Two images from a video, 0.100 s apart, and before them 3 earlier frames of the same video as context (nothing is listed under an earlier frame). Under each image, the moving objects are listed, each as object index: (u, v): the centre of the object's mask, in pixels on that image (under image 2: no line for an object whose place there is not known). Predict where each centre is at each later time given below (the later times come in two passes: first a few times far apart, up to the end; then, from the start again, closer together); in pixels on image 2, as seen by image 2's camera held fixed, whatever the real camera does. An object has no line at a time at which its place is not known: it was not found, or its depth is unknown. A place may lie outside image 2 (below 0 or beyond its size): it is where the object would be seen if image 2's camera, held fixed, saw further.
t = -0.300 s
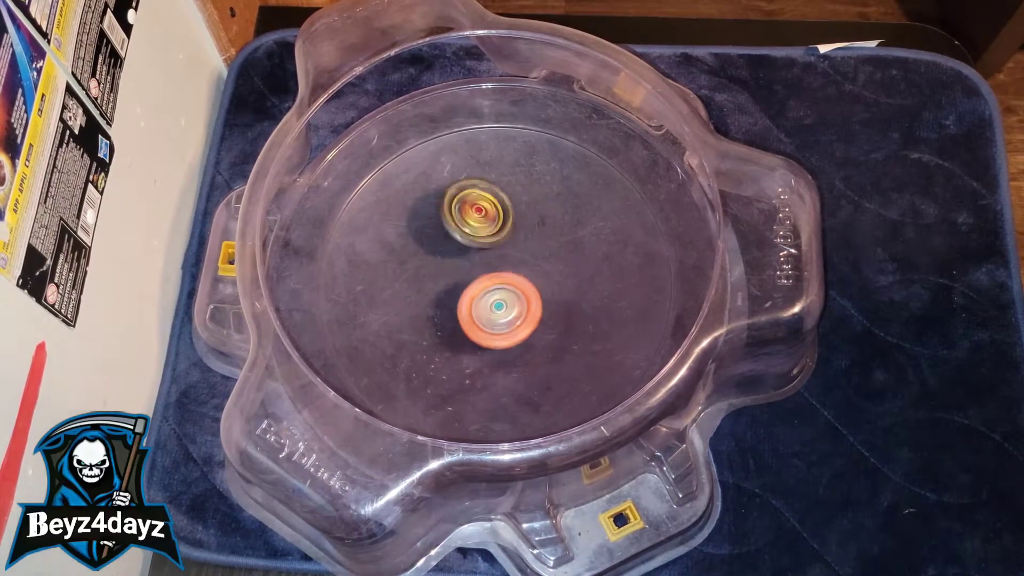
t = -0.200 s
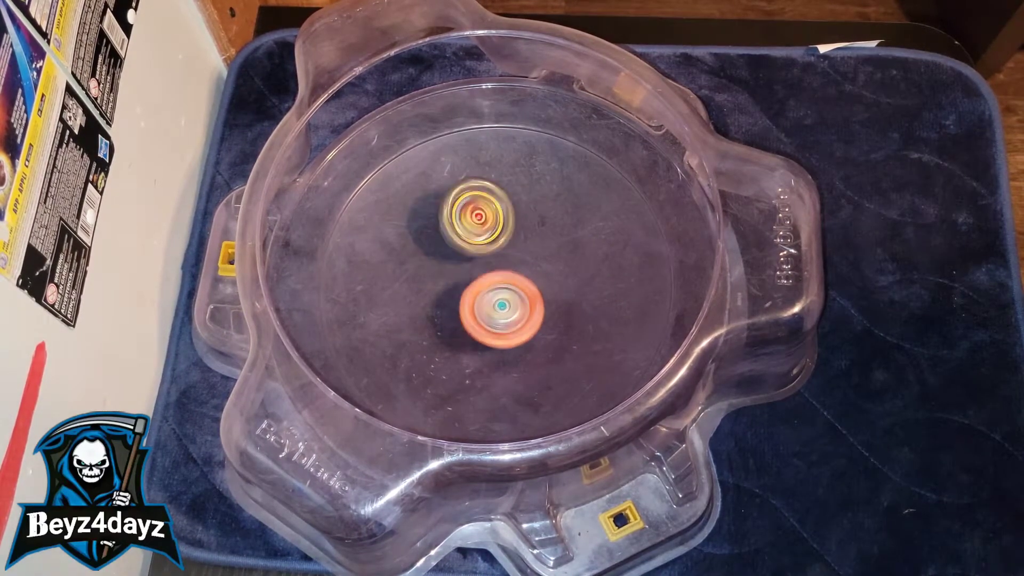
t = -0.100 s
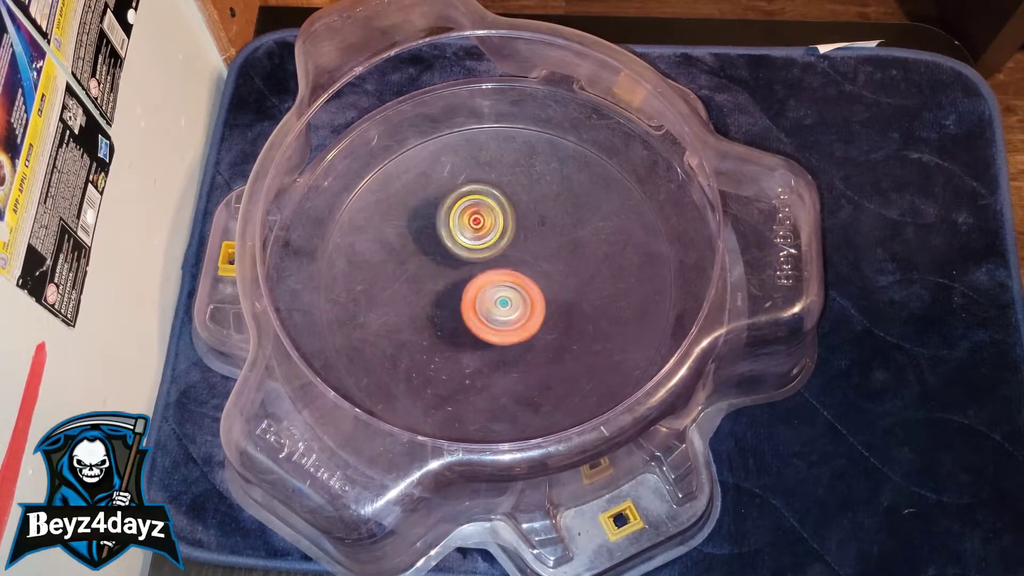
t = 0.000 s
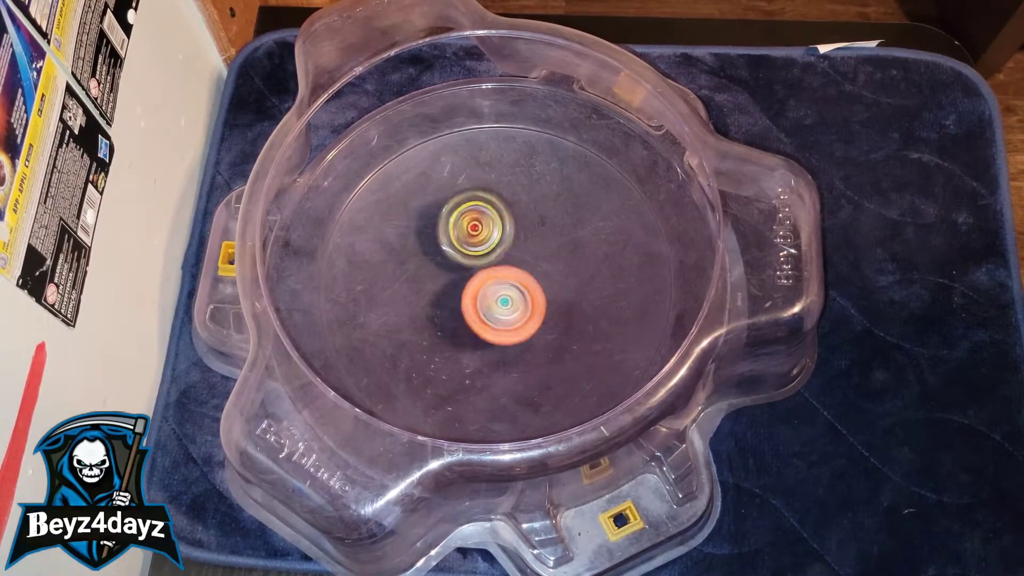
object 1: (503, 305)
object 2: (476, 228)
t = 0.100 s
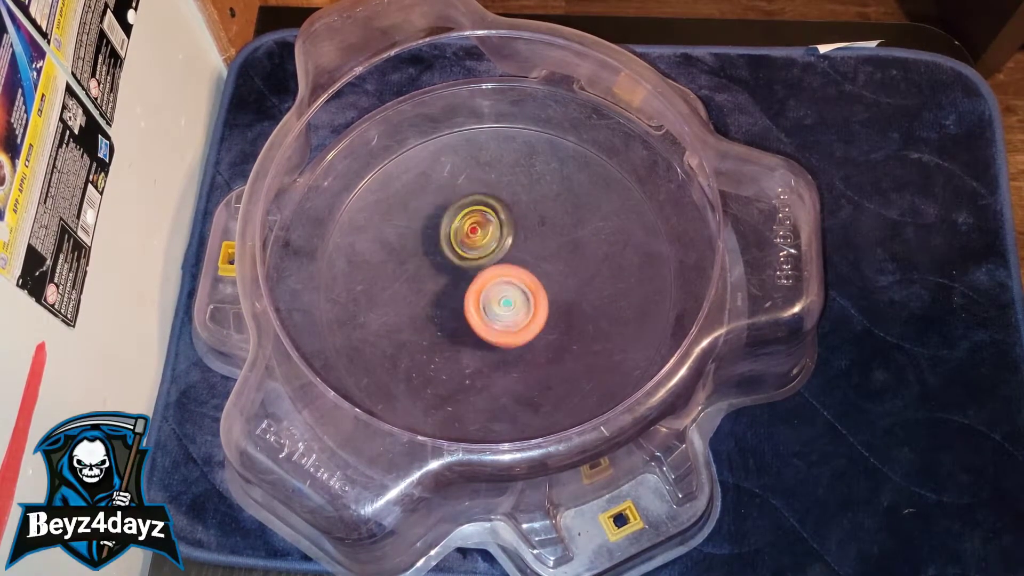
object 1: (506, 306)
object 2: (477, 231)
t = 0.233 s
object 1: (503, 309)
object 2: (478, 232)
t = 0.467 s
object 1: (501, 317)
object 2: (477, 224)
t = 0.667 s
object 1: (502, 310)
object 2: (470, 226)
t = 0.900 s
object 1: (507, 303)
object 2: (467, 227)
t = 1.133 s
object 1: (513, 307)
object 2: (463, 233)
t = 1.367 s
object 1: (519, 301)
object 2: (457, 240)
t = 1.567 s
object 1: (519, 290)
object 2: (456, 244)
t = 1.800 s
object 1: (522, 286)
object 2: (462, 252)
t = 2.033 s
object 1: (520, 305)
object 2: (475, 234)
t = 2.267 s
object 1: (493, 334)
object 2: (506, 205)
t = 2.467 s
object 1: (497, 309)
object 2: (511, 223)
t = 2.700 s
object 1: (499, 301)
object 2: (539, 239)
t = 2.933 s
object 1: (499, 294)
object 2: (555, 235)
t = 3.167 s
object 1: (482, 263)
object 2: (549, 247)
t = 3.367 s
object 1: (483, 243)
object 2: (544, 258)
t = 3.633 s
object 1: (490, 222)
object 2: (544, 261)
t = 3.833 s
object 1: (486, 238)
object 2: (544, 262)
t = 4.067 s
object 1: (473, 250)
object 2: (544, 262)
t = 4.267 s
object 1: (482, 245)
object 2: (544, 262)
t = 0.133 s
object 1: (505, 307)
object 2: (477, 230)
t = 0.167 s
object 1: (504, 307)
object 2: (479, 232)
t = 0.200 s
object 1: (504, 308)
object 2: (478, 233)
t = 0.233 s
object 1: (503, 309)
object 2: (478, 232)
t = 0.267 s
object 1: (502, 308)
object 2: (478, 233)
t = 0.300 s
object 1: (501, 314)
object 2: (479, 225)
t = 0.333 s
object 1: (499, 316)
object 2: (479, 220)
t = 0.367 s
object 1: (500, 316)
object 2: (481, 218)
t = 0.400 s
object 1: (500, 316)
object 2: (481, 221)
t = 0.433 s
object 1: (500, 316)
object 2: (479, 223)
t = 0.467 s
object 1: (501, 317)
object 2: (477, 224)
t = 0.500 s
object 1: (501, 316)
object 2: (475, 223)
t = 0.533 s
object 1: (501, 315)
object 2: (475, 224)
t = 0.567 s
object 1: (502, 314)
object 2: (473, 224)
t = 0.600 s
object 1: (501, 314)
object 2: (473, 225)
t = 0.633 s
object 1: (501, 313)
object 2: (471, 226)
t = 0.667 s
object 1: (502, 310)
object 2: (470, 226)
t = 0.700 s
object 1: (501, 309)
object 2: (470, 226)
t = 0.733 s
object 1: (502, 306)
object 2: (470, 228)
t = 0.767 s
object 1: (502, 303)
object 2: (469, 230)
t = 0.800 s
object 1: (504, 302)
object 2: (468, 229)
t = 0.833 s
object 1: (504, 303)
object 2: (467, 227)
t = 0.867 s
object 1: (504, 299)
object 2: (468, 228)
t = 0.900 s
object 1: (507, 303)
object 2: (467, 227)
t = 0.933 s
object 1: (509, 305)
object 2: (468, 224)
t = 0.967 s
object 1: (511, 308)
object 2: (469, 225)
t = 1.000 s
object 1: (511, 308)
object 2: (469, 226)
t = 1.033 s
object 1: (514, 307)
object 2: (467, 229)
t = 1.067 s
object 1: (515, 308)
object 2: (465, 230)
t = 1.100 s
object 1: (514, 308)
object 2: (465, 231)
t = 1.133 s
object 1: (513, 307)
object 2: (463, 233)
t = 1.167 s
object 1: (514, 304)
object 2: (461, 234)
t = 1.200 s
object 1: (516, 304)
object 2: (459, 234)
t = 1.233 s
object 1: (517, 303)
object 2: (459, 234)
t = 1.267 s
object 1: (517, 303)
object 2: (459, 235)
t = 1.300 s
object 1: (518, 302)
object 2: (459, 237)
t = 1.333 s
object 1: (519, 301)
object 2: (459, 239)
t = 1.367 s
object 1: (519, 301)
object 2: (457, 240)
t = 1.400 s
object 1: (518, 300)
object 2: (457, 241)
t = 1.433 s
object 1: (519, 298)
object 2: (456, 242)
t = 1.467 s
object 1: (518, 296)
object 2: (456, 242)
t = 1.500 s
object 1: (518, 293)
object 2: (457, 243)
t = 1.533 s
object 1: (519, 291)
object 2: (457, 244)
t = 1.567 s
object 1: (519, 290)
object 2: (456, 244)
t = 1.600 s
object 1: (521, 289)
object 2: (456, 243)
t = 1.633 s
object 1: (521, 290)
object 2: (457, 242)
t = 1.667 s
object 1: (522, 288)
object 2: (460, 242)
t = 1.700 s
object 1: (523, 288)
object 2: (461, 242)
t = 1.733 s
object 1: (523, 287)
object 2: (463, 244)
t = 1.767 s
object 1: (523, 287)
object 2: (463, 249)
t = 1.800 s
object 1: (522, 286)
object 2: (462, 252)
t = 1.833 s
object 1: (522, 285)
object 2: (462, 255)
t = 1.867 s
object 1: (524, 292)
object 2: (462, 254)
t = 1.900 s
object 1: (524, 296)
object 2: (462, 245)
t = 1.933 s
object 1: (525, 300)
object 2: (463, 241)
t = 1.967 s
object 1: (523, 304)
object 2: (466, 235)
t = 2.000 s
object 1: (521, 305)
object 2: (470, 235)
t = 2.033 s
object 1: (520, 305)
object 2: (475, 234)
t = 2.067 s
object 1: (518, 305)
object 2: (479, 237)
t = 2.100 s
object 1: (516, 305)
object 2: (485, 237)
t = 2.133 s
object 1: (513, 316)
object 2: (491, 233)
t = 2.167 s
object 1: (507, 323)
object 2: (497, 221)
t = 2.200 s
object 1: (502, 332)
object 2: (501, 212)
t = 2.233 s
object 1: (497, 335)
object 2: (504, 206)
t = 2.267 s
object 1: (493, 334)
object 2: (506, 205)
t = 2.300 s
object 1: (492, 332)
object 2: (507, 206)
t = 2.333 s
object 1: (493, 329)
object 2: (508, 208)
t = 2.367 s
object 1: (493, 325)
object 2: (508, 210)
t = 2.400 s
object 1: (494, 321)
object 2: (508, 213)
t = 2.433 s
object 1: (496, 316)
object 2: (508, 217)
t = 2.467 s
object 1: (497, 309)
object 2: (511, 223)
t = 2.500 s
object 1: (502, 305)
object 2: (508, 229)
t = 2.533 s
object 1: (505, 301)
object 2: (505, 233)
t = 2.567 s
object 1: (508, 296)
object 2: (498, 236)
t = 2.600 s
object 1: (507, 293)
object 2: (504, 237)
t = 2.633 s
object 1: (506, 296)
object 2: (518, 238)
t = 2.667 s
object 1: (502, 301)
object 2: (530, 240)
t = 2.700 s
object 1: (499, 301)
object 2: (539, 239)
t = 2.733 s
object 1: (499, 299)
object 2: (547, 239)
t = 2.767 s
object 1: (499, 300)
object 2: (552, 237)
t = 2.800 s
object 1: (498, 300)
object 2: (555, 236)
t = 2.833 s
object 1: (498, 298)
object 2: (558, 232)
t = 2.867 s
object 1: (499, 296)
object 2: (559, 231)
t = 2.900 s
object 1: (499, 295)
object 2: (558, 232)
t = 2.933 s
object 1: (499, 294)
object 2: (555, 235)
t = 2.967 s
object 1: (500, 293)
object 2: (551, 238)
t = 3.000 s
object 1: (499, 292)
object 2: (550, 240)
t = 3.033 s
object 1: (494, 287)
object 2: (552, 238)
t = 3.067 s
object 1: (490, 282)
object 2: (551, 241)
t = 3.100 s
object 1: (488, 277)
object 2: (548, 243)
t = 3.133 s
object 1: (486, 269)
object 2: (547, 245)
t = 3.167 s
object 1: (482, 263)
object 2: (549, 247)
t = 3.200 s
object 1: (482, 258)
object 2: (551, 251)
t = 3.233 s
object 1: (481, 253)
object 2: (550, 254)
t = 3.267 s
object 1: (481, 249)
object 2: (548, 256)
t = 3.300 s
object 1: (482, 246)
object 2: (546, 258)
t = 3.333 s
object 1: (482, 243)
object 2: (545, 258)
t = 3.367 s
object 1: (483, 243)
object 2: (544, 258)
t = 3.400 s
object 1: (485, 241)
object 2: (545, 258)
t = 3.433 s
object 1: (486, 236)
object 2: (545, 260)
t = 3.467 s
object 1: (488, 232)
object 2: (544, 261)
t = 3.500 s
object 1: (490, 227)
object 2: (544, 261)
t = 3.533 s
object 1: (490, 223)
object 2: (544, 261)
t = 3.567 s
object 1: (490, 220)
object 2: (544, 261)
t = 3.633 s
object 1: (490, 222)
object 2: (544, 261)
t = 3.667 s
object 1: (490, 225)
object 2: (544, 261)
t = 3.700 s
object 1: (490, 229)
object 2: (544, 262)
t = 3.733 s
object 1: (489, 231)
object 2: (544, 262)
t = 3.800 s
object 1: (487, 235)
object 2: (544, 262)
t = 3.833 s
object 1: (486, 238)
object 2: (544, 262)
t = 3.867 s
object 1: (484, 240)
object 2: (544, 262)
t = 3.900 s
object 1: (483, 243)
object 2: (544, 262)
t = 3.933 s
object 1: (481, 247)
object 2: (544, 262)
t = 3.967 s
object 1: (477, 249)
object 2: (544, 262)
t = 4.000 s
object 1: (474, 250)
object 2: (544, 262)
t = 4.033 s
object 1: (473, 250)
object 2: (544, 262)
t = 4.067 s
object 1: (473, 250)
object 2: (544, 262)
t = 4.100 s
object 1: (474, 250)
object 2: (544, 261)
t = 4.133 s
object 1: (477, 250)
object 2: (544, 261)
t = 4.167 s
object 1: (480, 248)
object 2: (544, 261)
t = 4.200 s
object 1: (482, 246)
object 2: (544, 262)
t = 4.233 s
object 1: (483, 245)
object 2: (545, 262)
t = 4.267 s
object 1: (482, 245)
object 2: (544, 262)
